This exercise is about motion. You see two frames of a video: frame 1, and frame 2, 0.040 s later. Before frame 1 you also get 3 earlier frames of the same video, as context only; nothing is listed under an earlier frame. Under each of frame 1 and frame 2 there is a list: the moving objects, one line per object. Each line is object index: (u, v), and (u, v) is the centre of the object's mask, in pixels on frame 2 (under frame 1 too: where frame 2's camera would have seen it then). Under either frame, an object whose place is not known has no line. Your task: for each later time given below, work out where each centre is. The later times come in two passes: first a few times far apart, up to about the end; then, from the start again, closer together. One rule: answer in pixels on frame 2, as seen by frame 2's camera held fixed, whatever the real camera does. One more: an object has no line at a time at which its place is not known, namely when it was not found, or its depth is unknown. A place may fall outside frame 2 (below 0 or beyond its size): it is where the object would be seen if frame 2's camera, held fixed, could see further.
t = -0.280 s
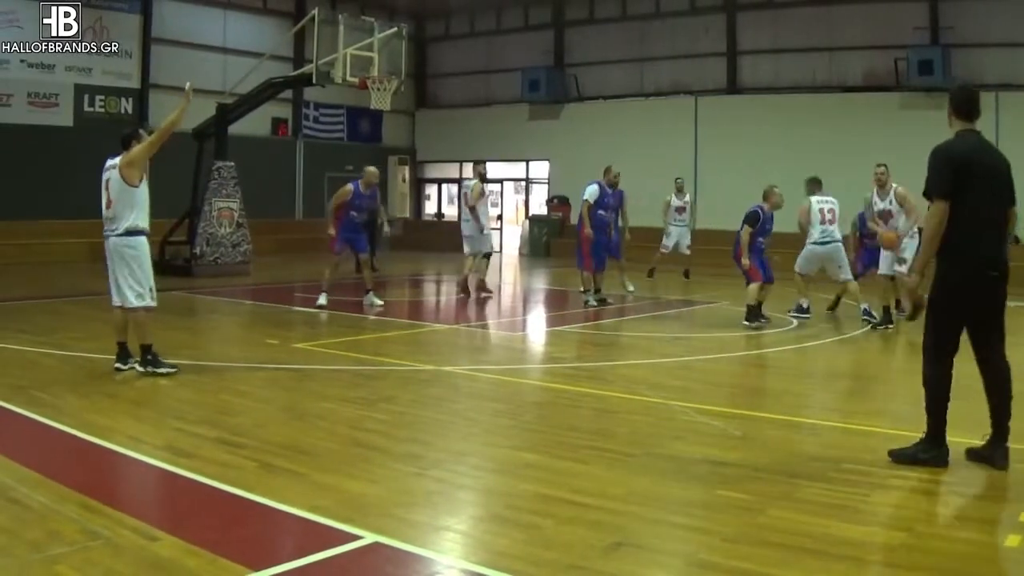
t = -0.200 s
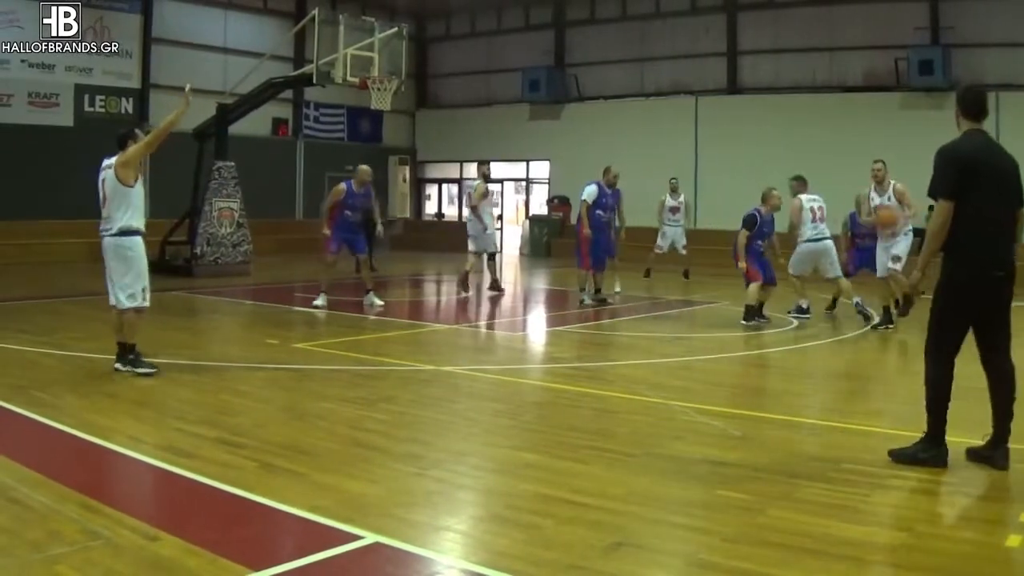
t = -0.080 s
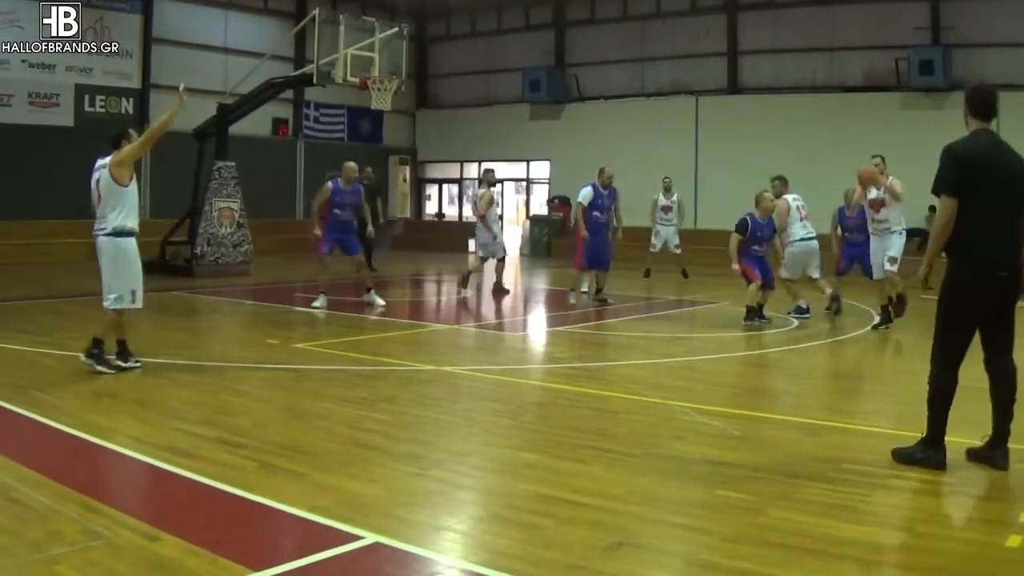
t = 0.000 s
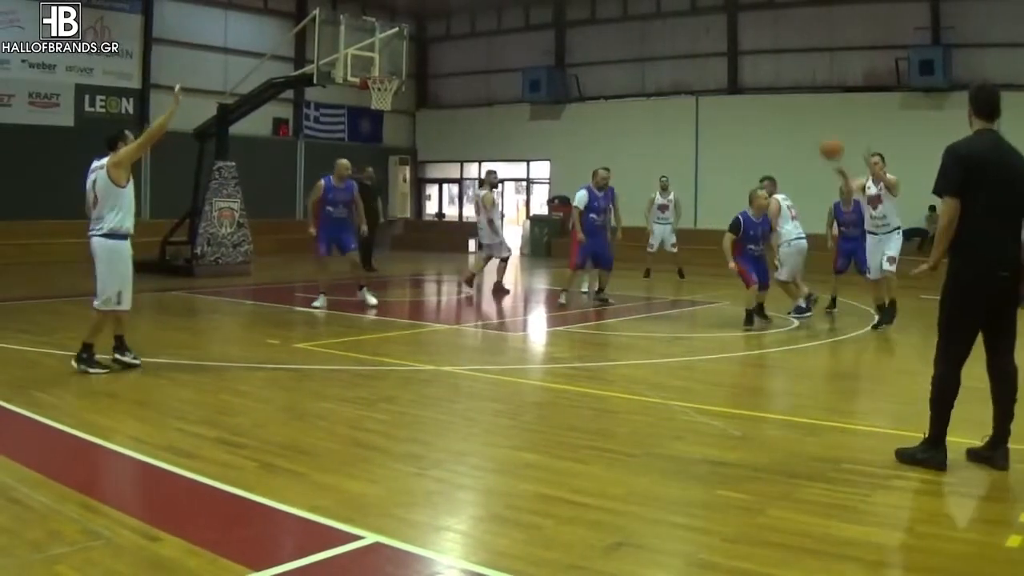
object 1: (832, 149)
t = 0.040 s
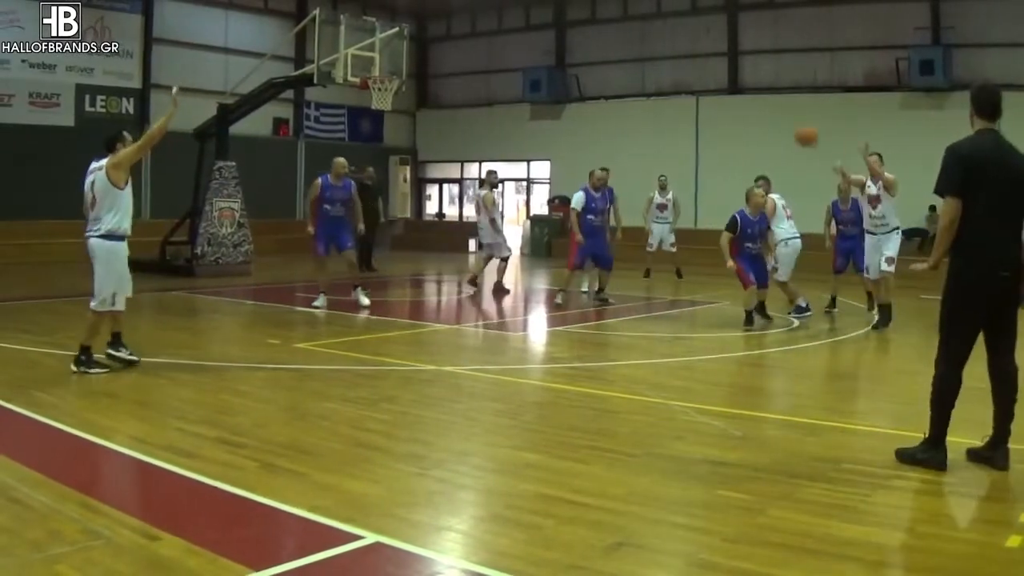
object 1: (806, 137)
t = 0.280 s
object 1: (645, 87)
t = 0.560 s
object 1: (414, 108)
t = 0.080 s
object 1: (782, 125)
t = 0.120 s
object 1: (754, 113)
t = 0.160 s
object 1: (727, 104)
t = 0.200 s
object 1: (701, 95)
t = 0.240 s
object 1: (673, 90)
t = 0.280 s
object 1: (645, 87)
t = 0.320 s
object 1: (614, 85)
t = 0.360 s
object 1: (581, 84)
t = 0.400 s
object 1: (551, 86)
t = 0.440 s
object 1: (519, 88)
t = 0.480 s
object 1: (486, 92)
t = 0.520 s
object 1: (449, 99)
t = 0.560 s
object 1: (414, 108)
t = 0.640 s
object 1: (342, 137)
